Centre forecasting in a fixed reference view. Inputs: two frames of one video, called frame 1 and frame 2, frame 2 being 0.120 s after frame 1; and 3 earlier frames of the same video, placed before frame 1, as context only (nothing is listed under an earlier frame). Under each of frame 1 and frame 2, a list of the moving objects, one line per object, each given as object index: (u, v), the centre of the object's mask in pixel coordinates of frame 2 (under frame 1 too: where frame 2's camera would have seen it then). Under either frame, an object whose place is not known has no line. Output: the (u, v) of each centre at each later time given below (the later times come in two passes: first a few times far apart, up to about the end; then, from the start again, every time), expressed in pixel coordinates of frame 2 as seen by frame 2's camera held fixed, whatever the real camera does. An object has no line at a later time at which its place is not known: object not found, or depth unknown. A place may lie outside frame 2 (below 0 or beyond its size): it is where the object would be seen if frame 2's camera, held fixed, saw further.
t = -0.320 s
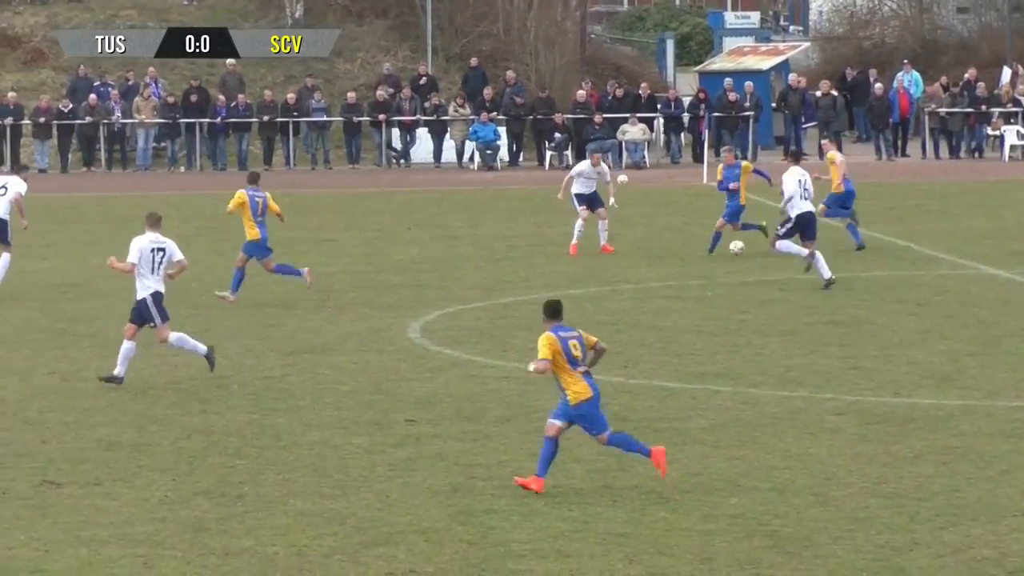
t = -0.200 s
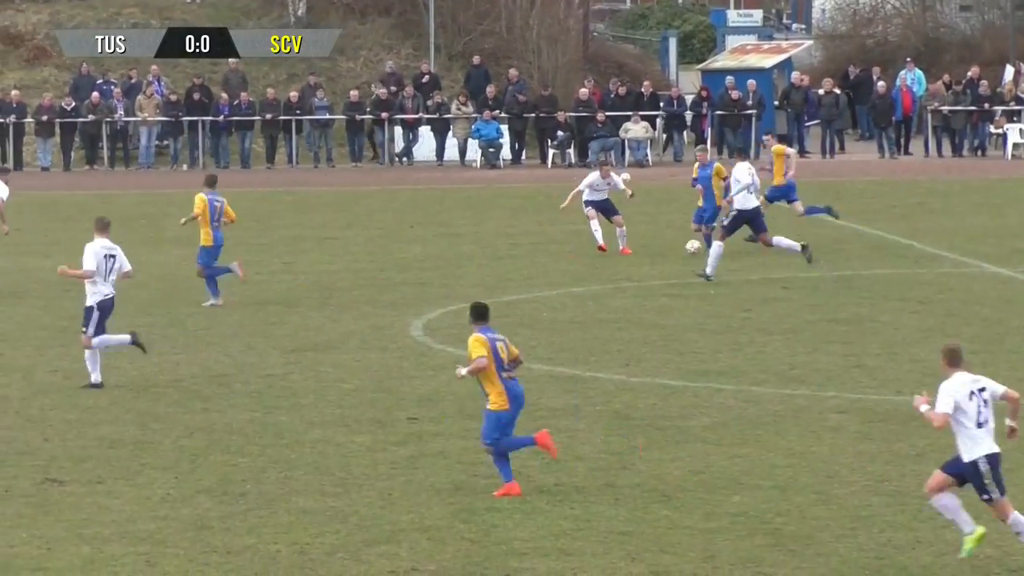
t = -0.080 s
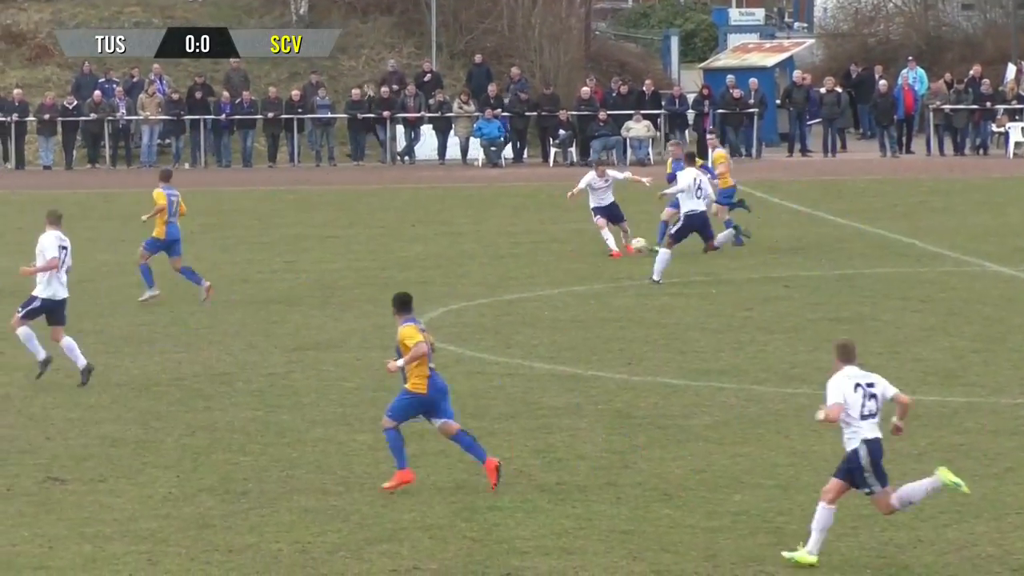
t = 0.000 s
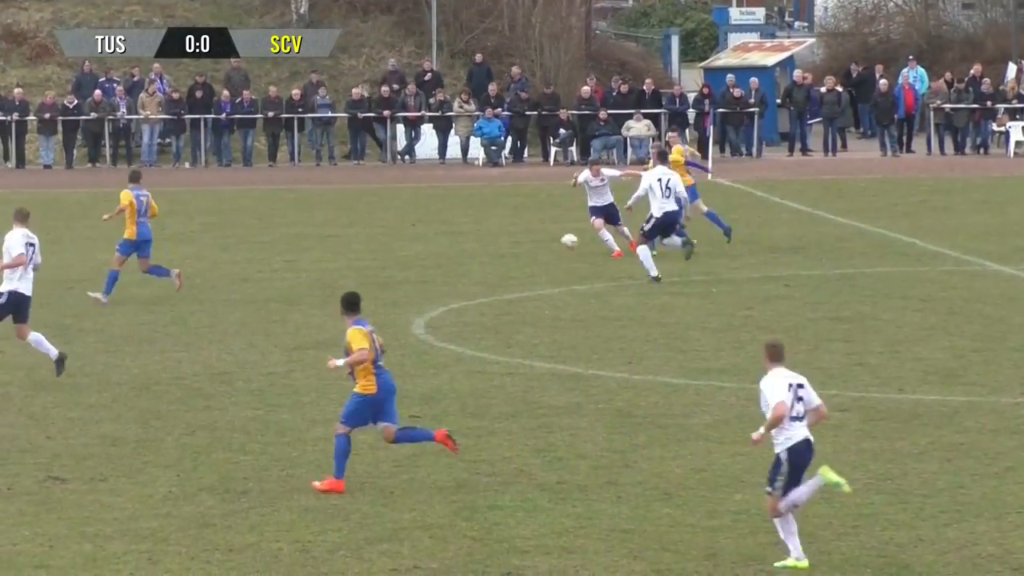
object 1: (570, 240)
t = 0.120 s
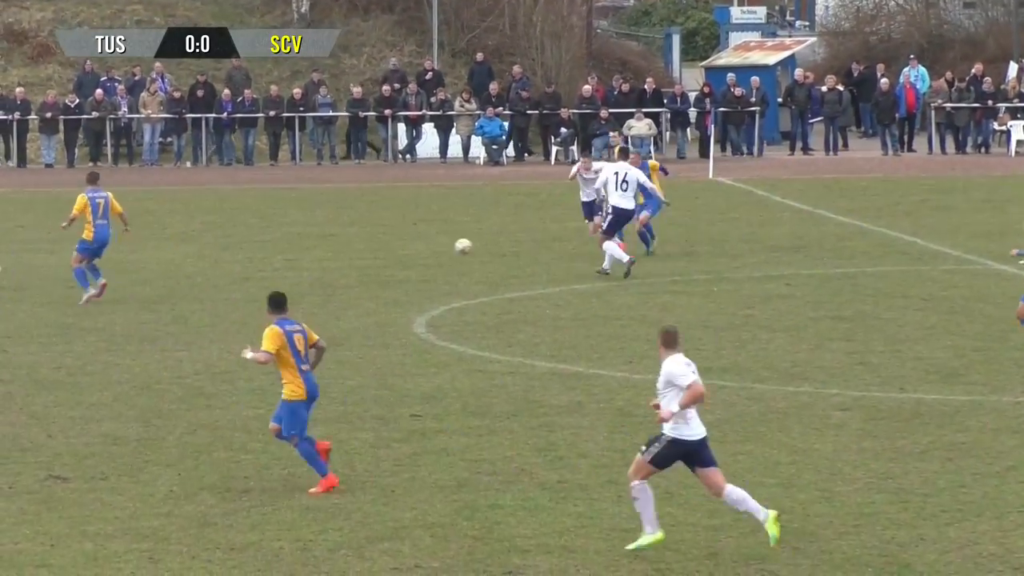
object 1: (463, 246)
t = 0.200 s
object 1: (390, 257)
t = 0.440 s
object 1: (193, 269)
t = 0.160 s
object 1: (427, 250)
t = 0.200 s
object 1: (390, 257)
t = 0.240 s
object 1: (354, 265)
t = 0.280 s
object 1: (320, 265)
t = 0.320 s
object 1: (289, 264)
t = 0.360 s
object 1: (257, 264)
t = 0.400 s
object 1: (226, 266)
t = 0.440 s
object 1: (193, 269)
